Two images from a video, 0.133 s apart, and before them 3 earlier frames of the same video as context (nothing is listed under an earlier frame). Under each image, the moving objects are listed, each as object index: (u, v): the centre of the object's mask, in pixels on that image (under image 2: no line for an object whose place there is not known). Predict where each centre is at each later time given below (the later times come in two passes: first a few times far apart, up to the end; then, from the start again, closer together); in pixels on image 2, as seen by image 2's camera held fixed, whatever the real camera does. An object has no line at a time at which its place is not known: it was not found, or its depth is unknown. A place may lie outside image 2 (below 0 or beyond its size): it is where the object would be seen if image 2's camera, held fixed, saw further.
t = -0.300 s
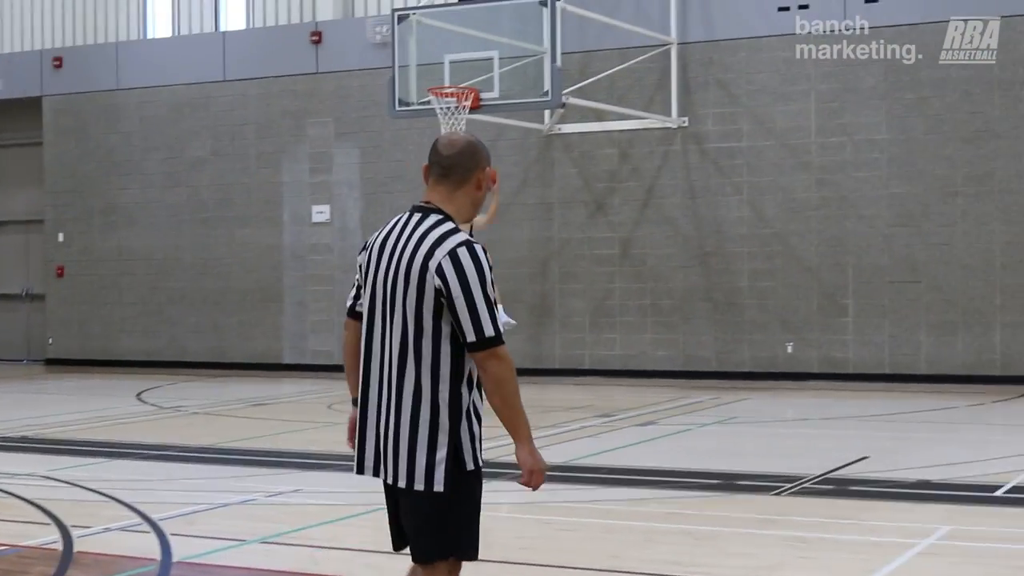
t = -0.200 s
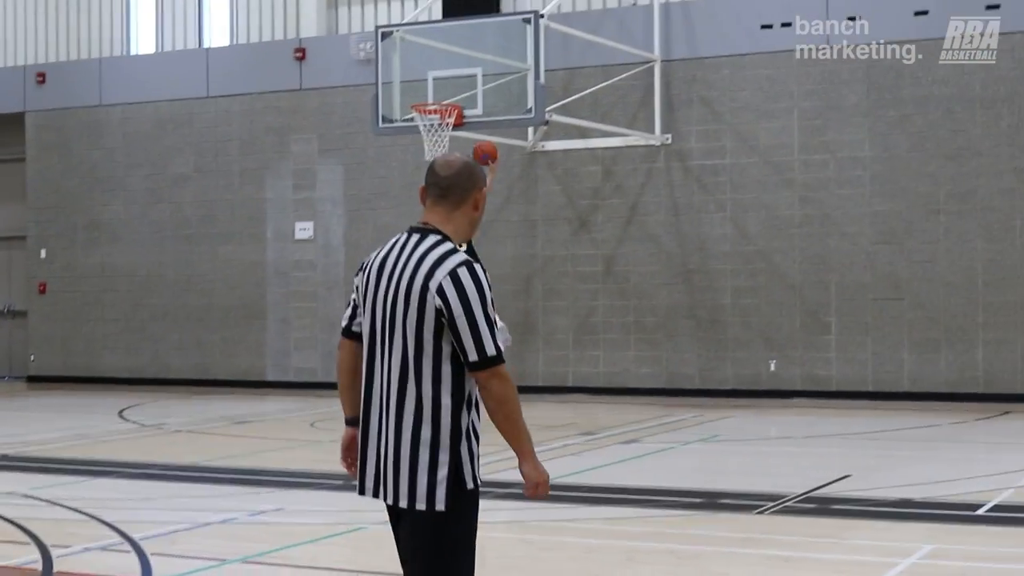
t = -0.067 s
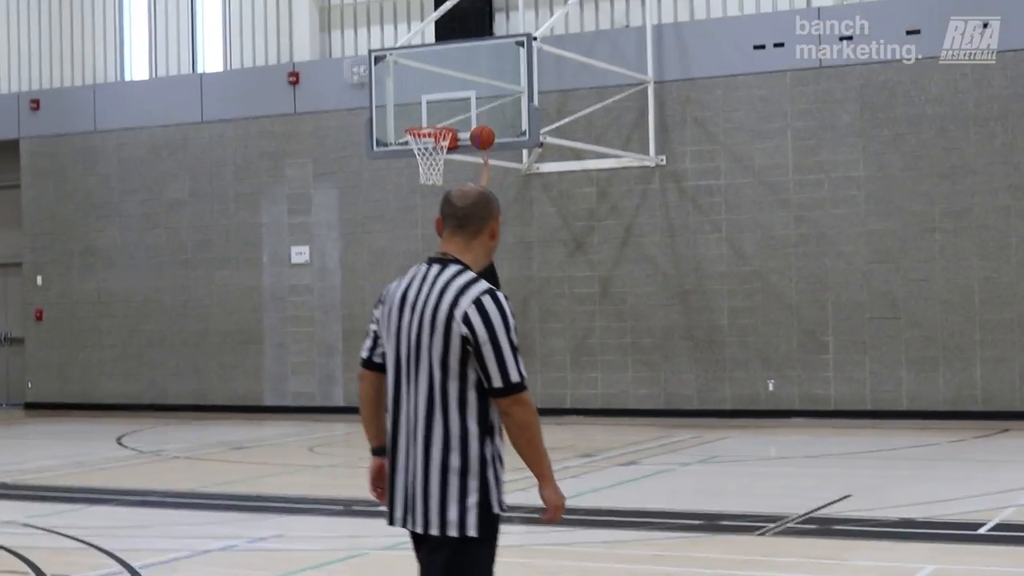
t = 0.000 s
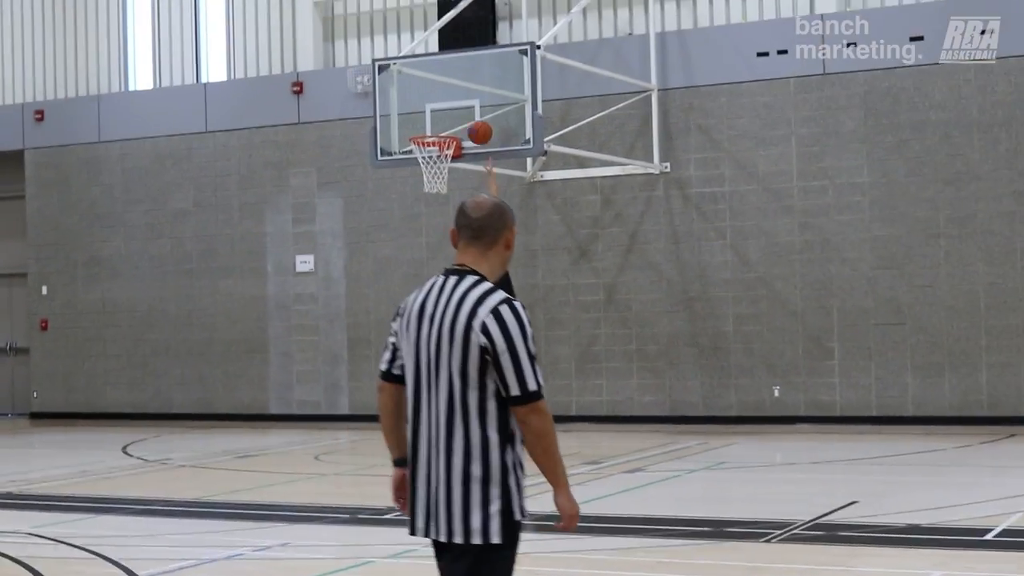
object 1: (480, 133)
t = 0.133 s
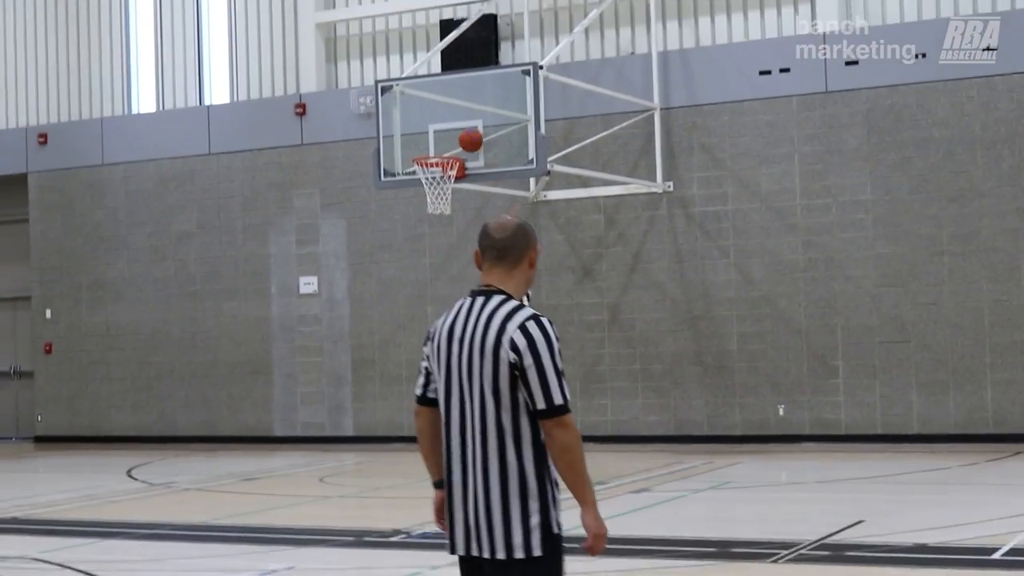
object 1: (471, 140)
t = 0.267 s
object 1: (452, 142)
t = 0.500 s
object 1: (422, 182)
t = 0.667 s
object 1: (421, 211)
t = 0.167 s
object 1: (466, 139)
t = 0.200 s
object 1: (461, 140)
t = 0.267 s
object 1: (452, 142)
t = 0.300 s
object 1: (447, 145)
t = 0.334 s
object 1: (443, 149)
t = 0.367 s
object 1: (438, 152)
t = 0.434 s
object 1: (428, 169)
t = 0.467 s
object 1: (424, 175)
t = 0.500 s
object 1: (422, 182)
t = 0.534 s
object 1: (420, 189)
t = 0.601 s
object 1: (421, 201)
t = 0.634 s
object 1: (421, 205)
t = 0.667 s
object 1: (421, 211)
